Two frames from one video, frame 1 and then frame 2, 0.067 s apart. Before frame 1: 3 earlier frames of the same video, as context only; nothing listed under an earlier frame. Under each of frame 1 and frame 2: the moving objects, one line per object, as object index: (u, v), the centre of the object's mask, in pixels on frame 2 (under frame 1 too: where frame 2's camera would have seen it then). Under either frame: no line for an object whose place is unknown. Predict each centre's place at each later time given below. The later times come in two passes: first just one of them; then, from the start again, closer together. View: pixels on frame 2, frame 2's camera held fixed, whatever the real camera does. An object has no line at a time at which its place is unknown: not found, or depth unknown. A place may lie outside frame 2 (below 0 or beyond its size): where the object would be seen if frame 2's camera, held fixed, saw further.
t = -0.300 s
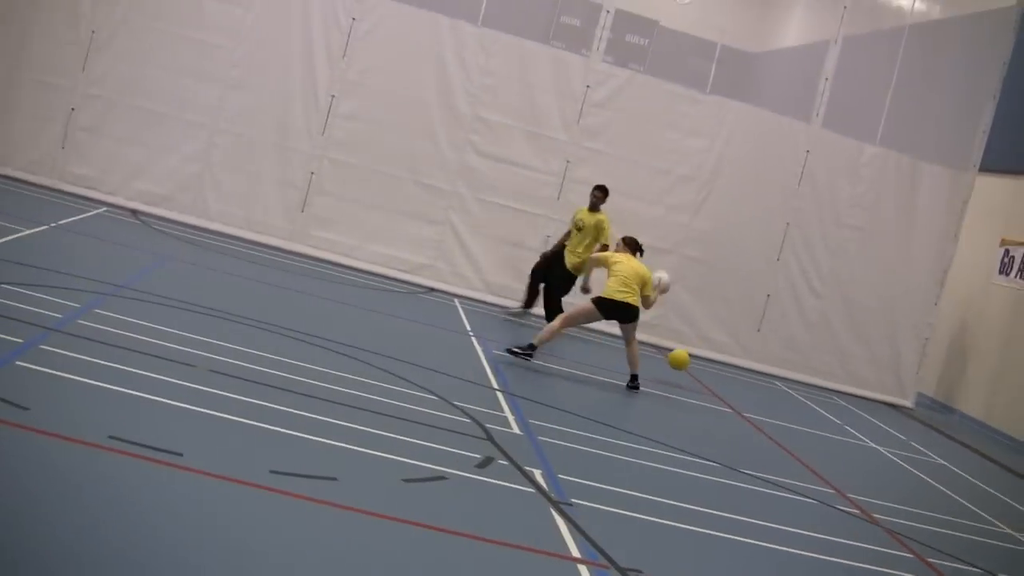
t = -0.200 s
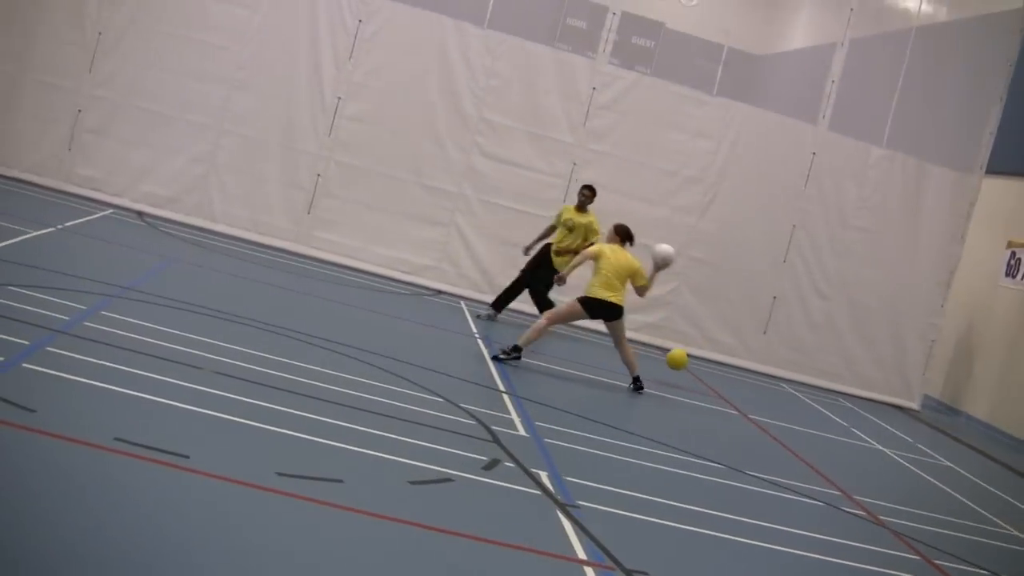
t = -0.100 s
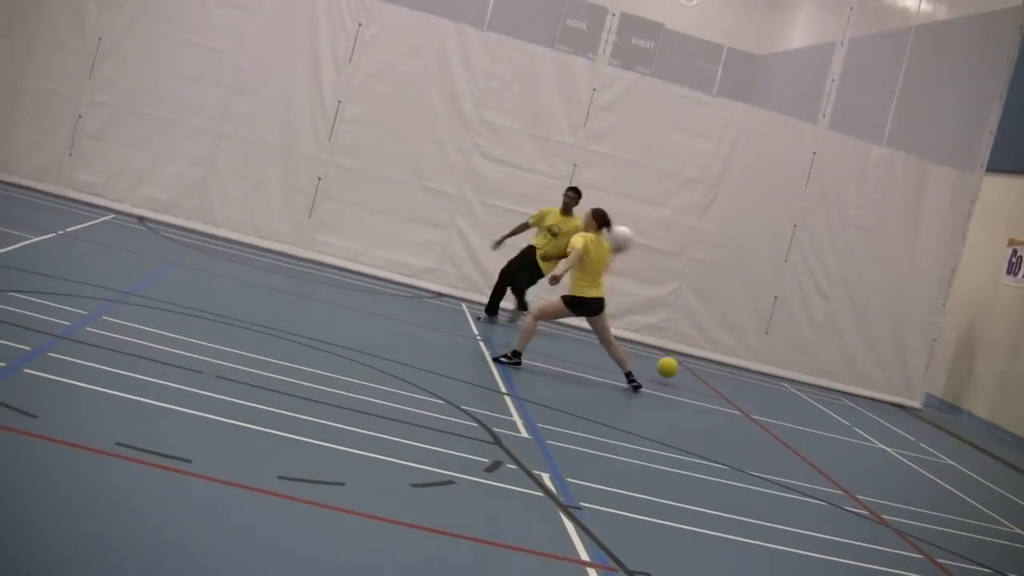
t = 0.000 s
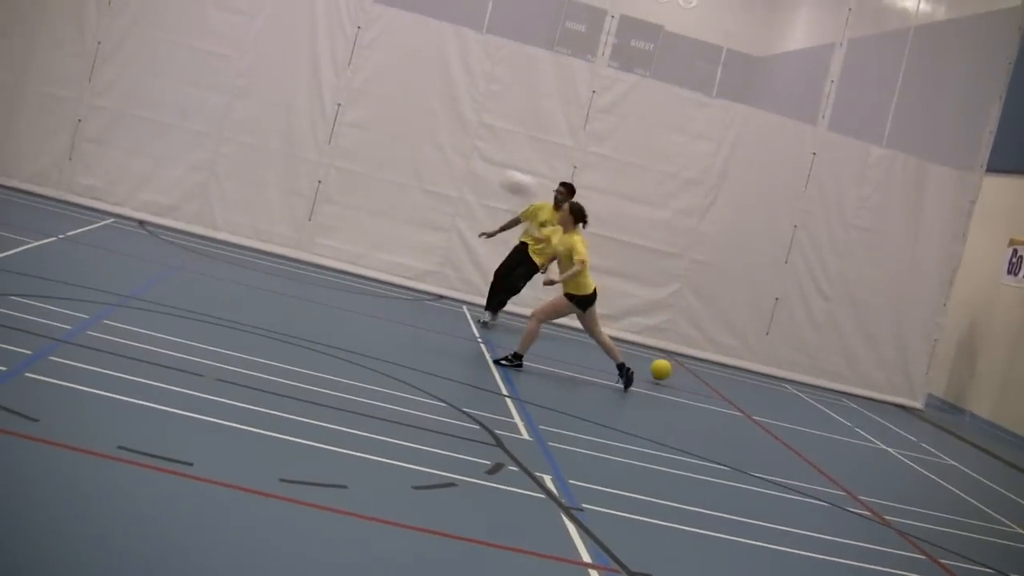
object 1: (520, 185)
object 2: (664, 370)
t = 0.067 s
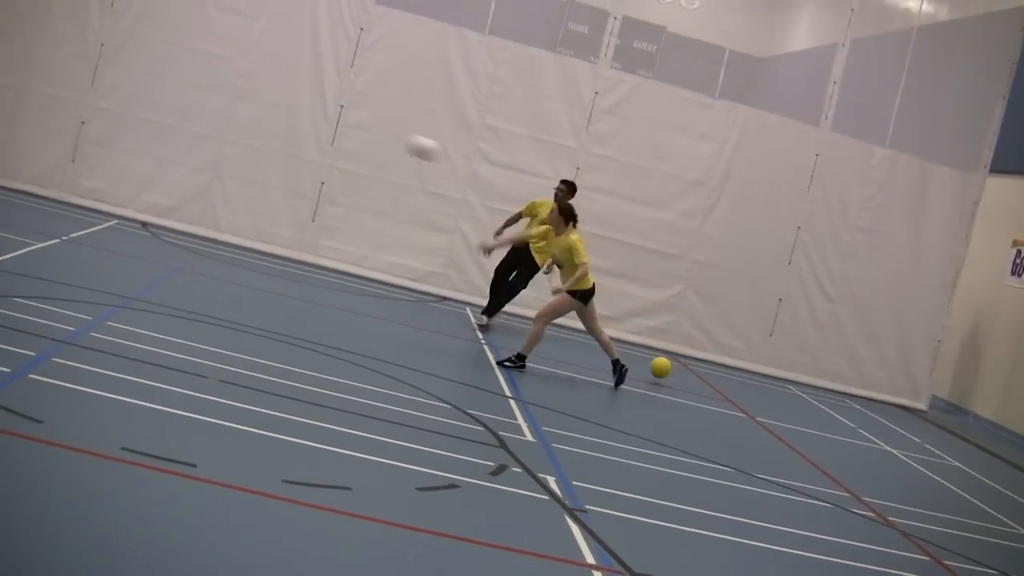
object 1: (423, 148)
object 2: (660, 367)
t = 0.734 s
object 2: (616, 365)
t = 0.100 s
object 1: (375, 131)
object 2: (658, 366)
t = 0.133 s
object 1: (326, 115)
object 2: (656, 367)
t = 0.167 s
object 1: (280, 102)
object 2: (653, 369)
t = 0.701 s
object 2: (618, 365)
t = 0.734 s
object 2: (616, 365)
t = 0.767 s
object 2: (614, 364)
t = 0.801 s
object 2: (612, 364)
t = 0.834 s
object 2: (610, 363)
